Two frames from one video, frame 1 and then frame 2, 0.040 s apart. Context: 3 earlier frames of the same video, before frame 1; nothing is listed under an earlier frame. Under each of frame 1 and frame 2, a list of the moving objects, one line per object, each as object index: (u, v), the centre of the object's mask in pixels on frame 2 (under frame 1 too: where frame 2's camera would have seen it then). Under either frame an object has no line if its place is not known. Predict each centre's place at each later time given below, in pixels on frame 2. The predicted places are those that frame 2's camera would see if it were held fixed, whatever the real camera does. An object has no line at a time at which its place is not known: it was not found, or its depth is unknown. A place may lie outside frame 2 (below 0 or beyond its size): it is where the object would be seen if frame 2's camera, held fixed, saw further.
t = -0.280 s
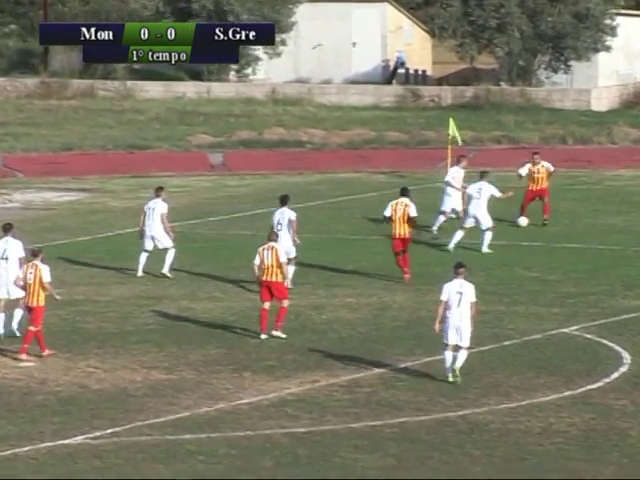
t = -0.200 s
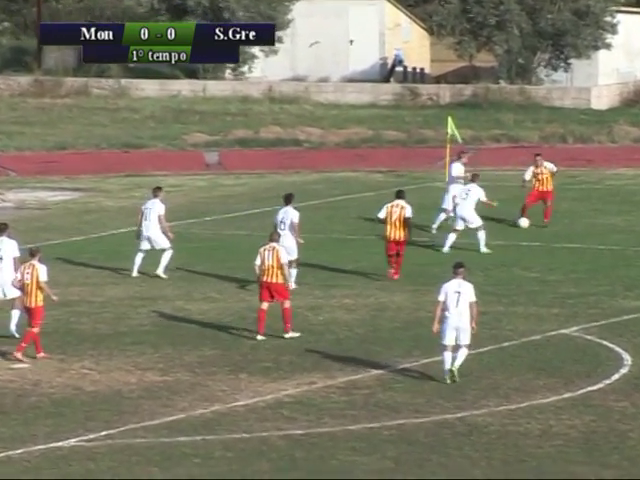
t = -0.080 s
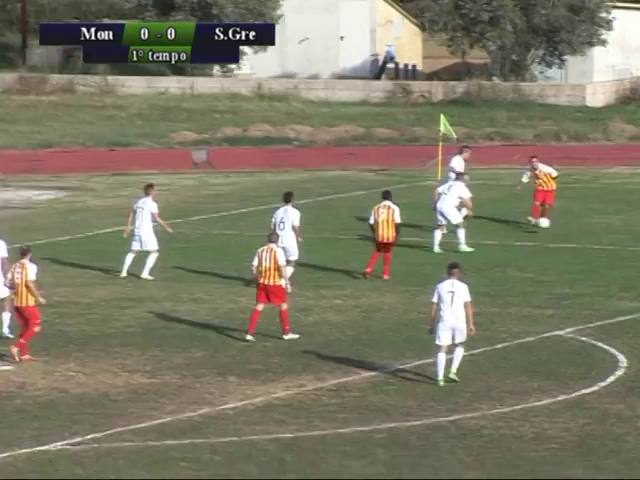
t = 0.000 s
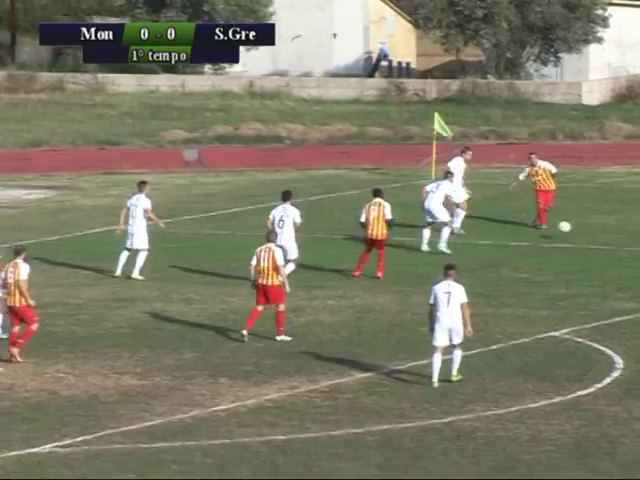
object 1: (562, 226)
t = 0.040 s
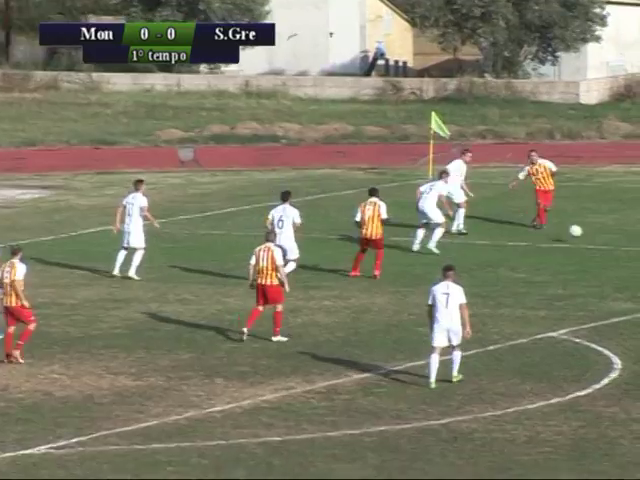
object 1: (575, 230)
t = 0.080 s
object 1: (588, 235)
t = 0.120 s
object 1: (602, 241)
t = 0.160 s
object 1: (614, 244)
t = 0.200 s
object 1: (624, 243)
